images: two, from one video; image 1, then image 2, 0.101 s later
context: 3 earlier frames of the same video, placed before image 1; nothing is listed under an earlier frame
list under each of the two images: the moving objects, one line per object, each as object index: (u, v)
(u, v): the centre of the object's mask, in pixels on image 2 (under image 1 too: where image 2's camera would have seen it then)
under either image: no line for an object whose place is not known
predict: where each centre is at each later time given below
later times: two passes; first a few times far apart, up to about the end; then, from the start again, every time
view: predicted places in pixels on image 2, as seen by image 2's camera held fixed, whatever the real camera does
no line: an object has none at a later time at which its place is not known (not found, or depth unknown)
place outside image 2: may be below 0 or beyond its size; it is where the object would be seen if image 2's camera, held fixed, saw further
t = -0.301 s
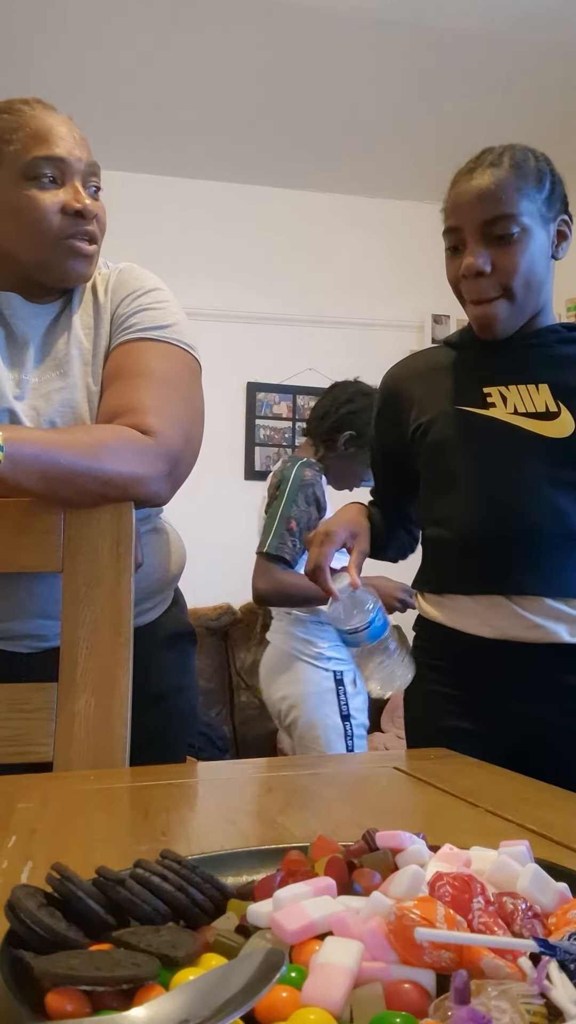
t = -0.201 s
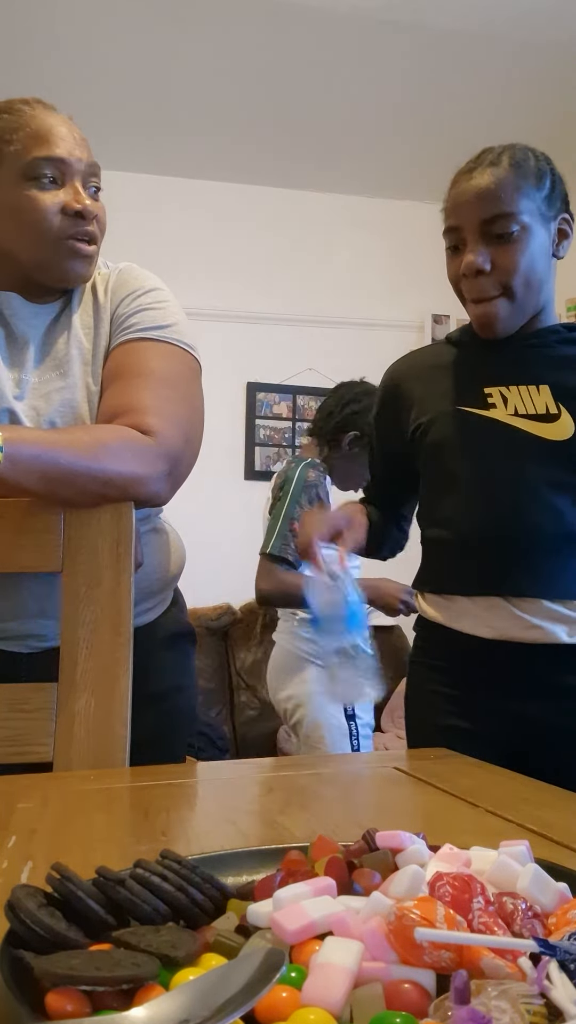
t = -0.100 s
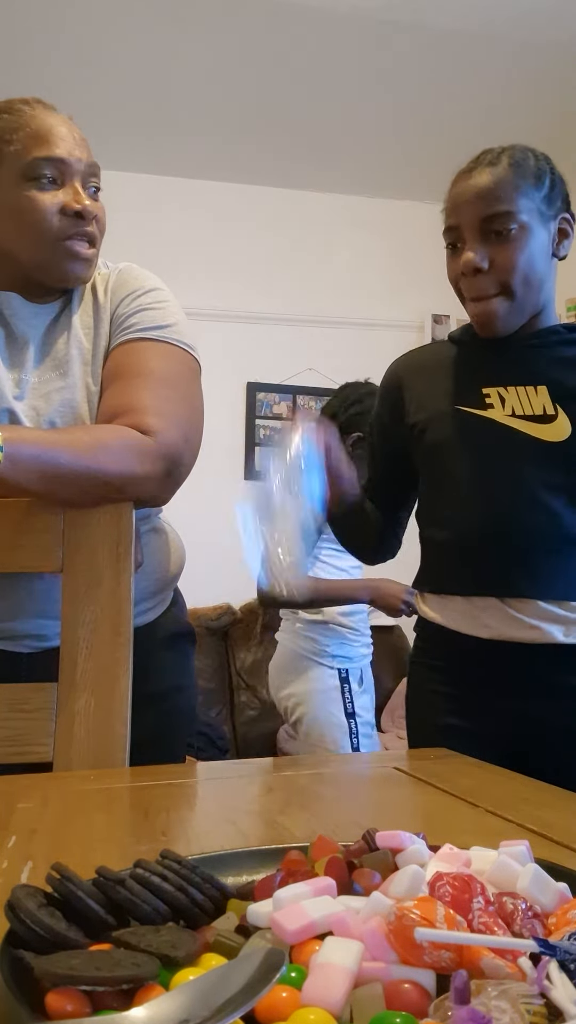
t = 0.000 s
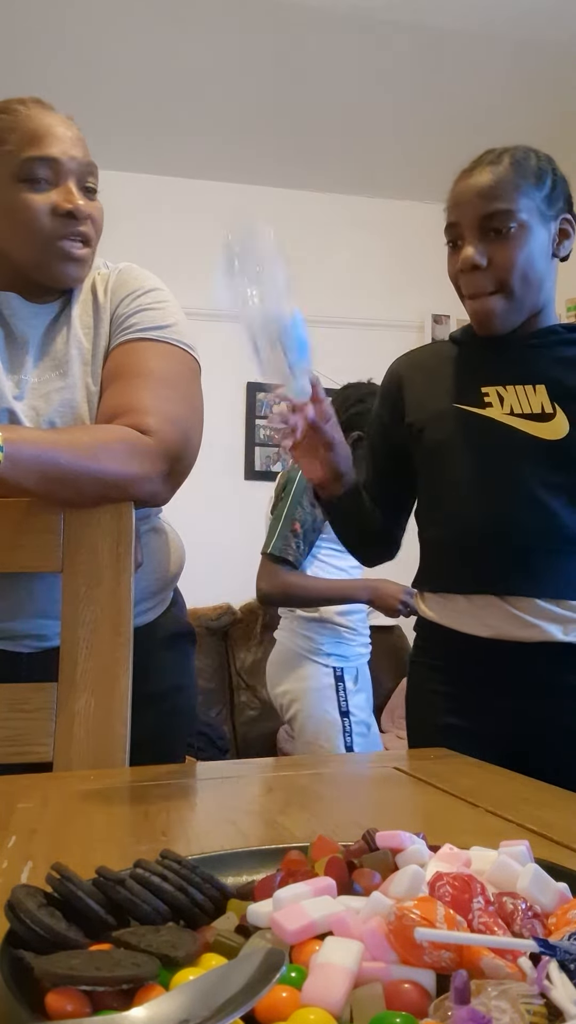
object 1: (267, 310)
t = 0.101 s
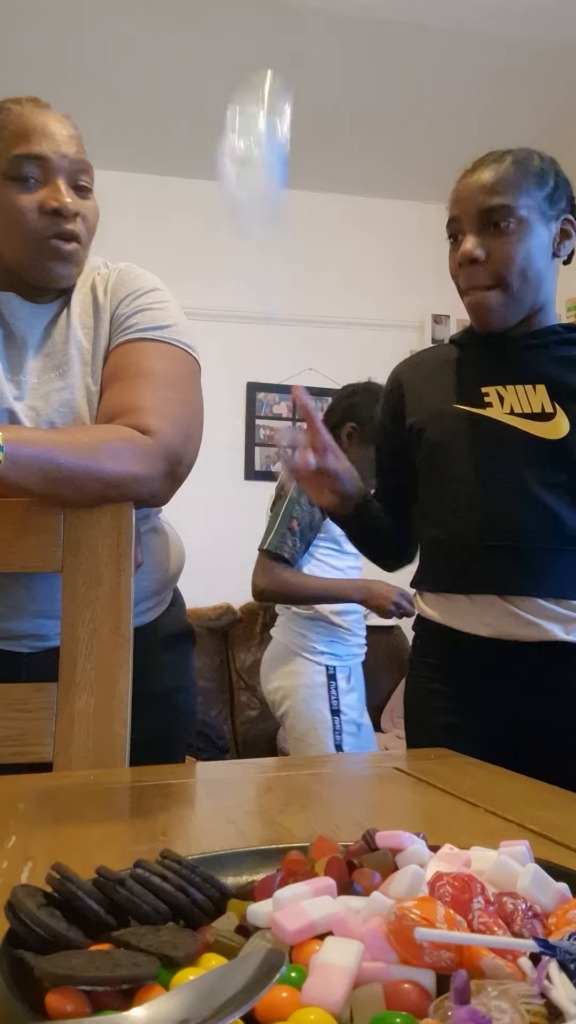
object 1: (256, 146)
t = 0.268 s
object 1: (257, 69)
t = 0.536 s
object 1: (288, 551)
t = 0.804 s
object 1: (274, 761)
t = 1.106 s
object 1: (270, 761)
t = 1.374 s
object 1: (269, 761)
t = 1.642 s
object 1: (273, 761)
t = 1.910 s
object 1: (267, 761)
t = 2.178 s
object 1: (268, 761)
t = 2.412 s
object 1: (269, 761)
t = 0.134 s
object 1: (252, 114)
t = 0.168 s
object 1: (250, 84)
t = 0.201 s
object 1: (252, 64)
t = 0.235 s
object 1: (254, 60)
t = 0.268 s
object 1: (257, 69)
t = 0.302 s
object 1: (257, 87)
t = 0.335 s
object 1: (259, 115)
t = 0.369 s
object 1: (258, 152)
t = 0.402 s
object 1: (261, 203)
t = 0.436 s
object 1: (269, 274)
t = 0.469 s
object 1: (277, 363)
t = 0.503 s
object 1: (282, 444)
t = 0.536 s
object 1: (288, 551)
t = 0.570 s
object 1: (288, 667)
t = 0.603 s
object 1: (279, 710)
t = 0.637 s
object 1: (273, 740)
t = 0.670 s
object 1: (279, 755)
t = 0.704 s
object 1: (277, 759)
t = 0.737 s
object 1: (276, 761)
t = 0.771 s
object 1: (274, 761)
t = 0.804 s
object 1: (274, 761)
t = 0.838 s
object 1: (275, 761)
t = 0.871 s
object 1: (275, 761)
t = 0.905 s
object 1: (276, 761)
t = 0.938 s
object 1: (276, 761)
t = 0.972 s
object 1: (275, 761)
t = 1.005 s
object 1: (274, 761)
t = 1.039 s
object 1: (273, 761)
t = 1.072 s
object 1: (271, 761)
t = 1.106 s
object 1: (270, 761)
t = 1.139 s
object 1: (268, 761)
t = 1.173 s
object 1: (268, 761)
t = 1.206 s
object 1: (268, 761)
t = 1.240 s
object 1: (267, 761)
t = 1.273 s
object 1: (268, 761)
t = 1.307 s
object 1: (268, 761)
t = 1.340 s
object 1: (268, 761)
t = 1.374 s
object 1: (269, 761)
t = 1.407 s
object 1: (270, 761)
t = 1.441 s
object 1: (272, 761)
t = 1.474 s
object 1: (273, 761)
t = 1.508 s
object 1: (273, 761)
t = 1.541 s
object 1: (273, 761)
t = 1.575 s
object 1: (273, 761)
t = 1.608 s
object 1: (273, 761)
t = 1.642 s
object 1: (273, 761)
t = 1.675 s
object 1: (272, 761)
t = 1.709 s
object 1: (271, 761)
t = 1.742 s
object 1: (270, 761)
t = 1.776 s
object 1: (268, 761)
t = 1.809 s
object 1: (268, 761)
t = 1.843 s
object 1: (268, 761)
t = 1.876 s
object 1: (267, 761)
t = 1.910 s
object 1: (267, 761)
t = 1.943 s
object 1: (268, 761)
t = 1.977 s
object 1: (267, 762)
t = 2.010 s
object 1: (268, 762)
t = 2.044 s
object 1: (269, 762)
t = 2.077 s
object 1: (269, 761)
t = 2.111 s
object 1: (269, 761)
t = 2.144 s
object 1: (268, 761)
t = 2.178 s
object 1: (268, 761)
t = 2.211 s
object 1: (268, 761)
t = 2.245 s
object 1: (268, 761)
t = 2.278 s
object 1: (268, 761)
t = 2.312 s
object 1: (268, 761)
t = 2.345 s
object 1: (268, 761)
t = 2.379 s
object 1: (268, 761)
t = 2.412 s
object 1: (269, 761)
